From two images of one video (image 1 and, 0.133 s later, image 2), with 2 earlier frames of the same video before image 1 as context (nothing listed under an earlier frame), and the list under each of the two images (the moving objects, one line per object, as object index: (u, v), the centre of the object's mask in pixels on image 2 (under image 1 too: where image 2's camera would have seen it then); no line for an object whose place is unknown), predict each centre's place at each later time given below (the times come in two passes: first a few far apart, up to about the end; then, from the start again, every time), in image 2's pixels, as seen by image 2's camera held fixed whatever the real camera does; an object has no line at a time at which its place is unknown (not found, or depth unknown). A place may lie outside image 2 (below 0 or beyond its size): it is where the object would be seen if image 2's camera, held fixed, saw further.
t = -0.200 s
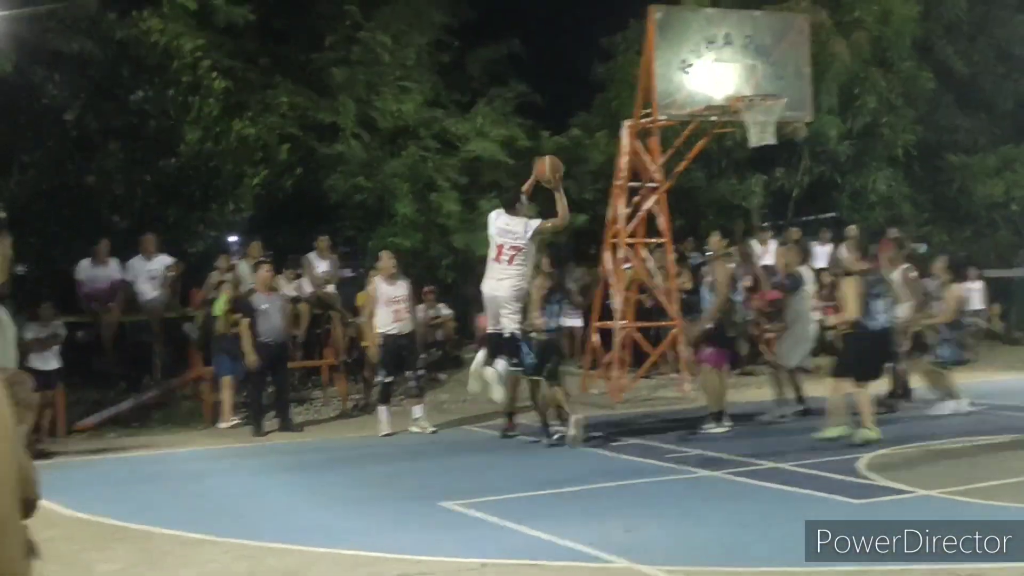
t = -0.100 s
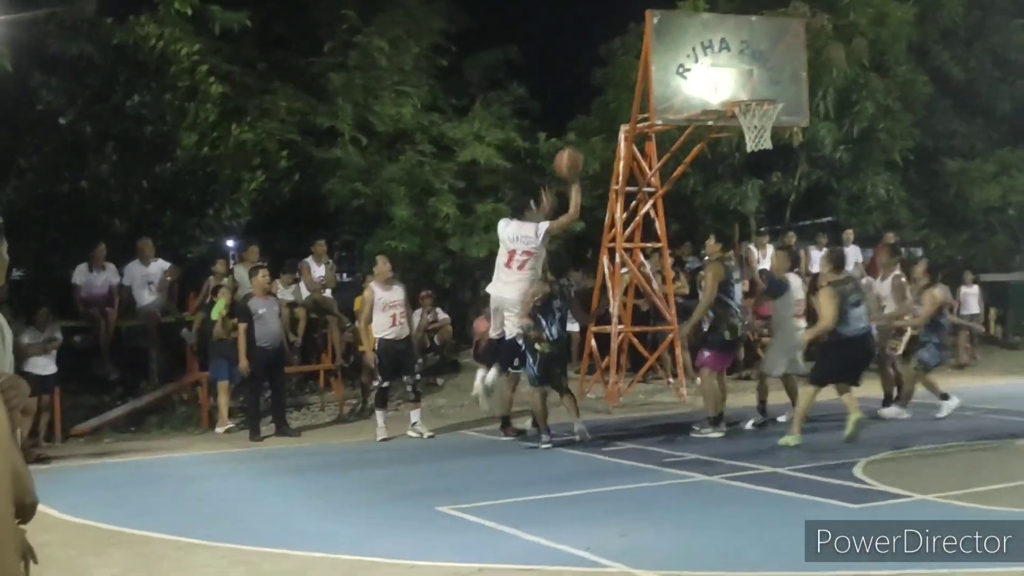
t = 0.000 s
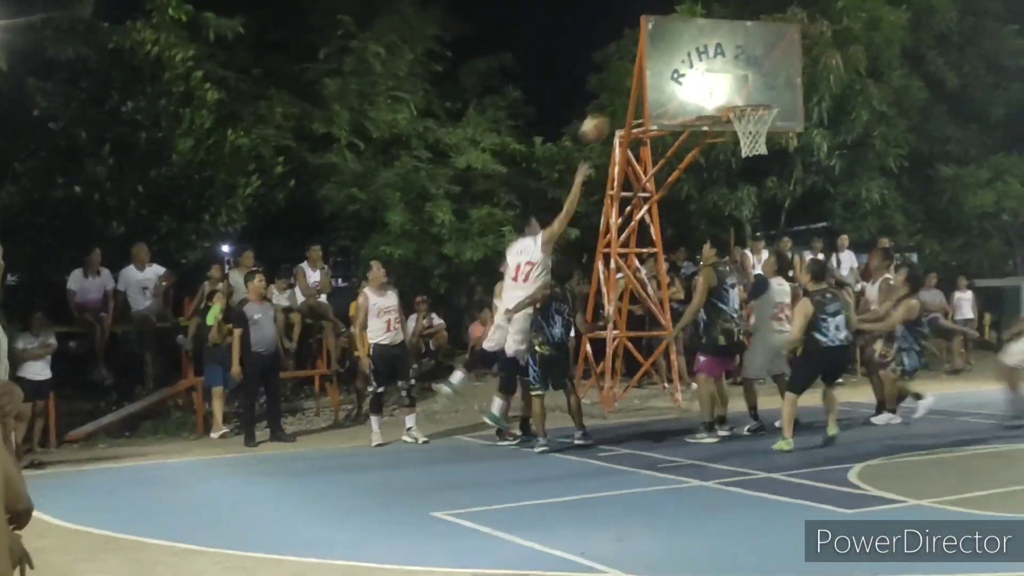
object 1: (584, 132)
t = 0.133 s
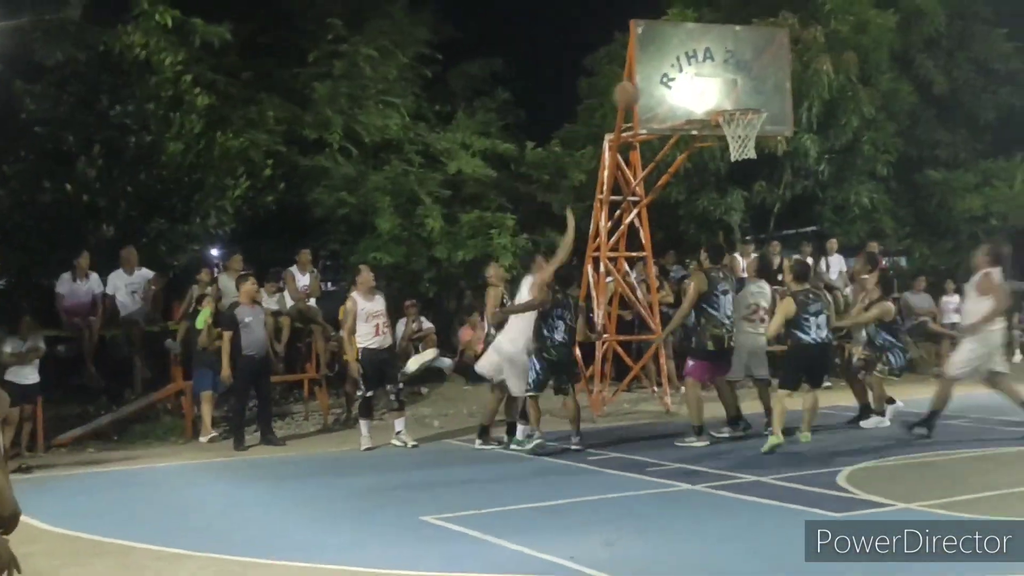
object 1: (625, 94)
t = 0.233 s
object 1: (658, 80)
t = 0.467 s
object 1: (725, 84)
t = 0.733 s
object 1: (739, 92)
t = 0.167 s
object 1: (636, 89)
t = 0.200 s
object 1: (648, 83)
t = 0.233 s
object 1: (658, 80)
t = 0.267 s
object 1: (668, 76)
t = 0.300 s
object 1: (678, 74)
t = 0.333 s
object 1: (688, 74)
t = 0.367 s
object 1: (696, 75)
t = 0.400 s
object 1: (706, 77)
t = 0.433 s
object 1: (716, 81)
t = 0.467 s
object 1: (725, 84)
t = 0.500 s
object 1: (734, 89)
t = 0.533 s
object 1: (743, 97)
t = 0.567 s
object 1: (752, 103)
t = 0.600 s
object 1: (751, 104)
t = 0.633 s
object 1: (746, 100)
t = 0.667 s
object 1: (745, 99)
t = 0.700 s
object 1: (741, 97)
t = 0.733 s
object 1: (739, 92)
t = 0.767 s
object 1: (736, 89)
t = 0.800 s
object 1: (733, 87)
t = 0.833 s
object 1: (730, 86)
